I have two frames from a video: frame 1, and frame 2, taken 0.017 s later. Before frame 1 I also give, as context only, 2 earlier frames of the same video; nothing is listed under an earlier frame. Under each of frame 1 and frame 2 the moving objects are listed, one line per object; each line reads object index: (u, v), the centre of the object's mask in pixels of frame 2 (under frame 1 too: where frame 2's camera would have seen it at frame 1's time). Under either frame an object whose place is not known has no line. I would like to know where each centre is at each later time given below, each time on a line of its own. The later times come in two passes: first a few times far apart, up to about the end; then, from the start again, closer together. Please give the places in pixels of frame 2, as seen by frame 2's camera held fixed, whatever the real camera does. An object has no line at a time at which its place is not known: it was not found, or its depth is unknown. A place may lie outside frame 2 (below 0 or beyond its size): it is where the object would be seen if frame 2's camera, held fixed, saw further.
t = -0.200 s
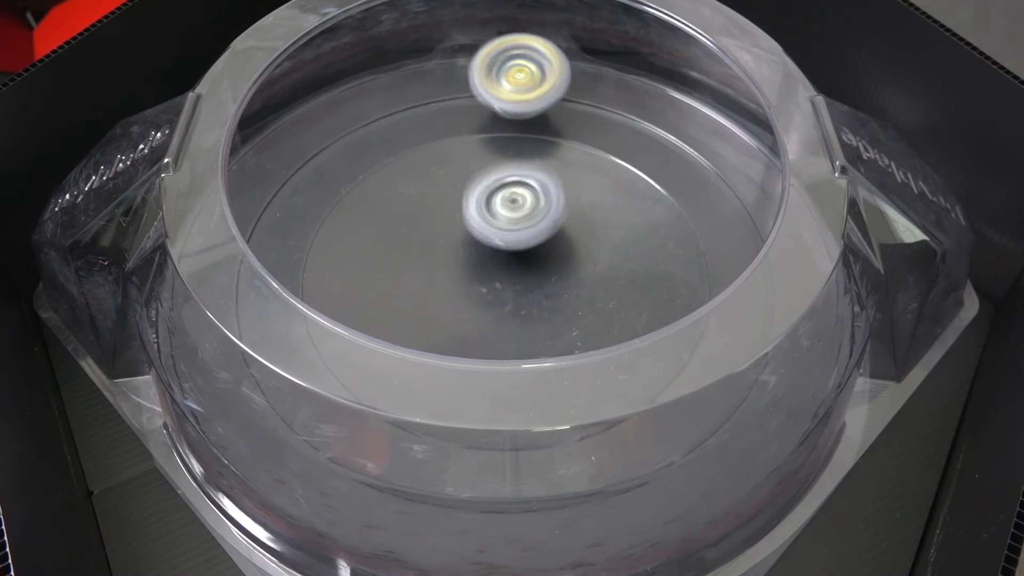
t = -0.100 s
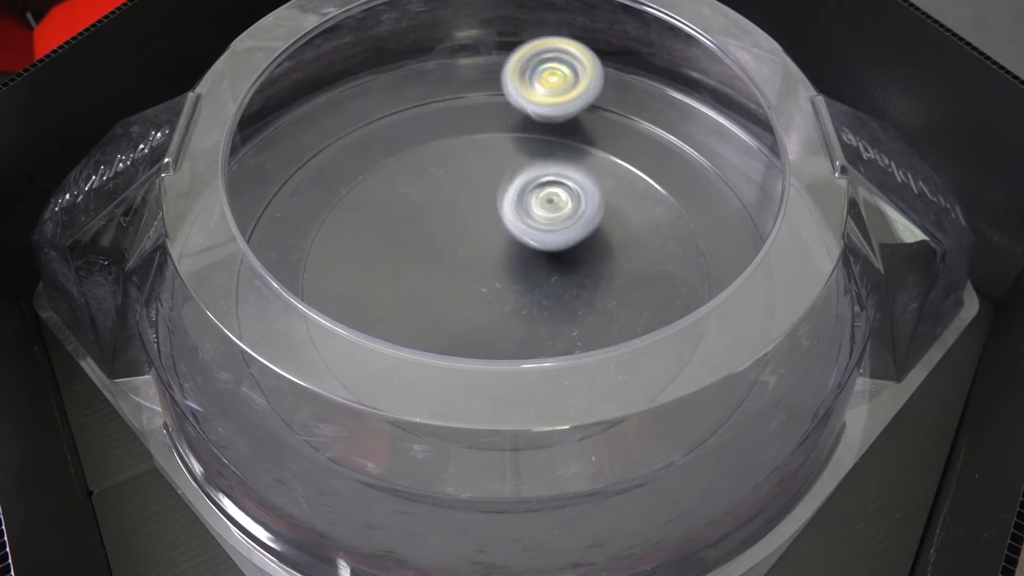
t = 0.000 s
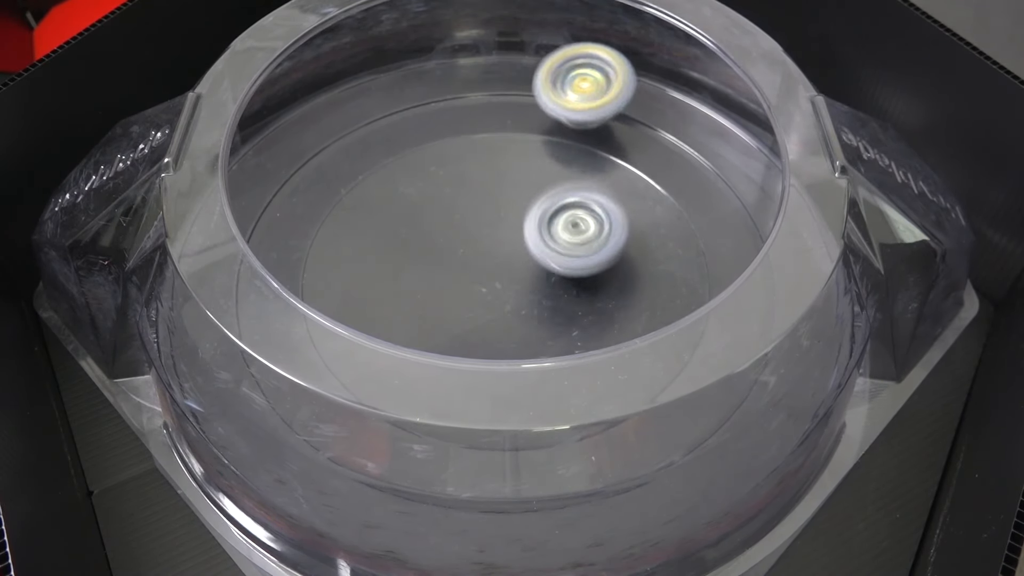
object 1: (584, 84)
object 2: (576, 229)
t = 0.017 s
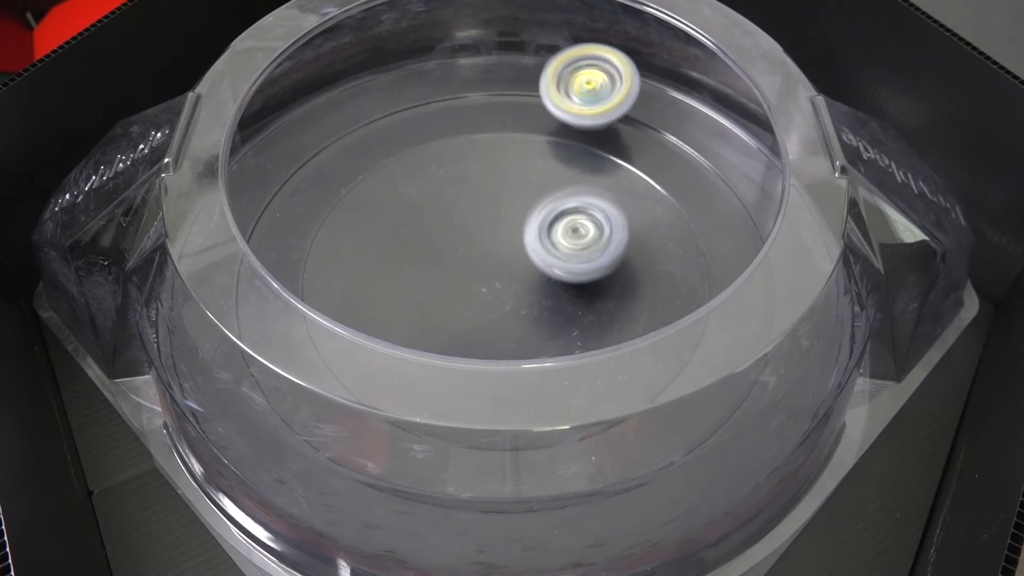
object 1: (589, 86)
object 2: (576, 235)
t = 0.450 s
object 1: (714, 163)
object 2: (439, 257)
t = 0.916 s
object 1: (758, 313)
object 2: (547, 278)
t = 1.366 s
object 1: (655, 396)
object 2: (466, 258)
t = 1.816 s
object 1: (536, 350)
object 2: (583, 233)
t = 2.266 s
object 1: (450, 280)
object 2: (571, 164)
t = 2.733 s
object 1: (407, 280)
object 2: (531, 203)
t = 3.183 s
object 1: (439, 314)
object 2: (580, 282)
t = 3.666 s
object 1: (305, 228)
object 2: (599, 280)
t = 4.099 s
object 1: (386, 235)
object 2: (550, 266)
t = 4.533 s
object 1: (391, 286)
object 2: (559, 272)
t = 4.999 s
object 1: (427, 245)
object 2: (562, 227)
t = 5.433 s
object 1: (403, 237)
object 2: (622, 253)
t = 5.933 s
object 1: (446, 271)
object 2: (558, 294)
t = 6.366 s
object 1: (452, 240)
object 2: (551, 277)
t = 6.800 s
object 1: (465, 249)
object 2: (567, 282)
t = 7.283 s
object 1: (458, 251)
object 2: (550, 285)
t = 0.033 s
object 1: (594, 87)
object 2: (577, 241)
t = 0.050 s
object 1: (600, 88)
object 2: (575, 247)
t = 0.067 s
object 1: (605, 90)
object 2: (574, 253)
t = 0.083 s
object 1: (610, 91)
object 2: (570, 259)
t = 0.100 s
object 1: (615, 93)
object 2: (566, 266)
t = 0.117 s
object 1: (621, 95)
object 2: (561, 272)
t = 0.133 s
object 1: (626, 97)
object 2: (555, 277)
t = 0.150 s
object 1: (631, 99)
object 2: (548, 282)
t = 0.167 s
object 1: (635, 102)
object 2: (541, 286)
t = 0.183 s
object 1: (641, 104)
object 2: (533, 289)
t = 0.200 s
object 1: (644, 106)
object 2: (526, 291)
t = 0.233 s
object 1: (654, 112)
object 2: (510, 294)
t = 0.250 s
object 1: (661, 115)
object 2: (502, 294)
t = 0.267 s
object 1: (664, 118)
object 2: (494, 293)
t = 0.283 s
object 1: (671, 121)
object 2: (487, 292)
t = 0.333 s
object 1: (683, 132)
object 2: (467, 285)
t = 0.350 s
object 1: (690, 136)
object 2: (462, 283)
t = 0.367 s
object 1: (692, 139)
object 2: (456, 279)
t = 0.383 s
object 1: (698, 144)
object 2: (452, 275)
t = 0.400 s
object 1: (701, 149)
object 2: (447, 271)
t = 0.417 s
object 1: (707, 154)
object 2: (444, 266)
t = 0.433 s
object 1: (709, 158)
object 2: (441, 261)
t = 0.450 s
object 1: (714, 163)
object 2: (439, 257)
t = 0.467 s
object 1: (717, 168)
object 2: (437, 251)
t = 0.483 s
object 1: (722, 174)
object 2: (437, 246)
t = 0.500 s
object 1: (725, 179)
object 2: (437, 241)
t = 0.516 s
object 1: (728, 184)
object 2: (439, 236)
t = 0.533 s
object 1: (730, 190)
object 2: (441, 232)
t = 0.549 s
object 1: (731, 195)
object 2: (444, 228)
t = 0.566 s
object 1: (733, 200)
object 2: (447, 224)
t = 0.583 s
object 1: (733, 206)
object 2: (452, 221)
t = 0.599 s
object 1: (734, 211)
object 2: (457, 218)
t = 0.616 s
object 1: (734, 215)
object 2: (464, 215)
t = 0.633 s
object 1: (747, 223)
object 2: (470, 215)
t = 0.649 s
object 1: (747, 227)
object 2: (477, 214)
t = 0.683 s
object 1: (752, 239)
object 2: (492, 216)
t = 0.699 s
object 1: (757, 246)
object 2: (499, 217)
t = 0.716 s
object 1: (757, 251)
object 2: (507, 220)
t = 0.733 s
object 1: (762, 258)
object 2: (513, 223)
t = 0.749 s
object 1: (762, 262)
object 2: (520, 226)
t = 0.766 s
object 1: (763, 269)
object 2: (526, 231)
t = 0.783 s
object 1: (763, 273)
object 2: (531, 236)
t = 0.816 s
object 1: (766, 285)
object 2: (539, 246)
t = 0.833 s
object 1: (766, 290)
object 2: (543, 251)
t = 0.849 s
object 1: (765, 296)
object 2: (545, 256)
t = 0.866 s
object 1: (764, 299)
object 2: (547, 262)
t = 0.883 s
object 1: (763, 305)
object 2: (548, 267)
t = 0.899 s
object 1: (759, 308)
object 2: (548, 273)
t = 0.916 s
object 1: (758, 313)
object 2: (547, 278)
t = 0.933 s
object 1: (754, 316)
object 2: (547, 284)
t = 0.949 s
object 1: (754, 319)
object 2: (545, 289)
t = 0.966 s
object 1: (756, 326)
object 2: (543, 294)
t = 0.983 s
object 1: (755, 329)
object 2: (540, 298)
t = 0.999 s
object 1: (748, 330)
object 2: (536, 302)
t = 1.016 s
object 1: (750, 337)
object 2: (532, 306)
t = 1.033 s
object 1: (743, 337)
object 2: (528, 309)
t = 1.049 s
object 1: (740, 341)
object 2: (522, 311)
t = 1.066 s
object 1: (738, 345)
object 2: (516, 313)
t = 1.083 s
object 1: (734, 348)
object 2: (510, 315)
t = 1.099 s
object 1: (734, 354)
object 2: (504, 316)
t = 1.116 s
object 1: (727, 356)
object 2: (497, 316)
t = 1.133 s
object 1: (725, 359)
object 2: (492, 316)
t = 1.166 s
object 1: (717, 365)
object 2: (479, 313)
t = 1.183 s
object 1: (712, 368)
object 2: (473, 311)
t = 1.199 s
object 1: (709, 372)
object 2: (468, 308)
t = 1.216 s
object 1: (704, 376)
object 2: (463, 304)
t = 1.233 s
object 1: (698, 378)
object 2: (460, 299)
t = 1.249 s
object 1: (694, 381)
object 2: (457, 294)
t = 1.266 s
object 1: (687, 383)
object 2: (455, 289)
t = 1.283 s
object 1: (684, 385)
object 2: (454, 284)
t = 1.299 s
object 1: (677, 388)
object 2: (455, 279)
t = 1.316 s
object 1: (673, 390)
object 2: (456, 273)
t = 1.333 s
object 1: (667, 391)
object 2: (459, 268)
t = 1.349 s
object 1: (662, 393)
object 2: (462, 263)
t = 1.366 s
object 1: (655, 396)
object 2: (466, 258)
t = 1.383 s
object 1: (649, 397)
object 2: (470, 254)
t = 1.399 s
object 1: (643, 399)
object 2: (476, 250)
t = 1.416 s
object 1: (636, 400)
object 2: (481, 247)
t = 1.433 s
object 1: (633, 402)
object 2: (487, 244)
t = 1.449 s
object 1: (625, 402)
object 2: (493, 242)
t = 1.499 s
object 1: (606, 402)
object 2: (513, 238)
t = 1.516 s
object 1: (599, 402)
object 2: (519, 236)
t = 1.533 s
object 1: (593, 401)
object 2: (526, 236)
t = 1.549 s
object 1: (588, 401)
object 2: (532, 236)
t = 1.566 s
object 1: (584, 405)
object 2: (538, 237)
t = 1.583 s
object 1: (582, 398)
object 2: (544, 238)
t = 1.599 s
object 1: (577, 395)
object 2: (550, 239)
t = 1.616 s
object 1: (577, 389)
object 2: (555, 241)
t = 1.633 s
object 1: (573, 384)
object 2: (560, 243)
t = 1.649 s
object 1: (573, 377)
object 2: (565, 246)
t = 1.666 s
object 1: (571, 370)
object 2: (569, 250)
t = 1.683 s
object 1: (568, 359)
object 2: (573, 253)
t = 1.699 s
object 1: (568, 355)
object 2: (576, 257)
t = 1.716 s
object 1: (566, 349)
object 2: (578, 260)
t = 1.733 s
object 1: (563, 342)
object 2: (579, 261)
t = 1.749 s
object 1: (558, 341)
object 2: (578, 258)
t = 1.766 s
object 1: (552, 345)
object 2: (579, 253)
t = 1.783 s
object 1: (546, 348)
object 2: (582, 245)
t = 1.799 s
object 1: (540, 350)
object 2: (582, 238)
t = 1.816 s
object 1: (536, 350)
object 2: (583, 233)
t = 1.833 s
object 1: (531, 350)
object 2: (584, 228)
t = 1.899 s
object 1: (512, 349)
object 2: (590, 212)
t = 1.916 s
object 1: (506, 349)
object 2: (591, 209)
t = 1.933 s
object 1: (503, 346)
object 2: (592, 204)
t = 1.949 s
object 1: (499, 343)
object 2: (593, 201)
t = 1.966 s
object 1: (494, 342)
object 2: (594, 196)
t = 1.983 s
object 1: (492, 331)
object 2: (594, 192)
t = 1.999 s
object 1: (487, 338)
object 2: (595, 188)
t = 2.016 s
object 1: (485, 336)
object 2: (595, 184)
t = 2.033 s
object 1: (481, 333)
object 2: (596, 181)
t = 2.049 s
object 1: (479, 326)
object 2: (595, 178)
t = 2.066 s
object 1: (475, 324)
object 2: (595, 174)
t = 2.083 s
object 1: (472, 321)
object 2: (594, 172)
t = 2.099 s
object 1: (470, 319)
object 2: (593, 169)
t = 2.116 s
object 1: (466, 316)
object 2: (592, 166)
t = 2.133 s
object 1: (464, 314)
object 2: (591, 165)
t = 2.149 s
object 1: (461, 311)
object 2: (589, 163)
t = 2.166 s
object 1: (458, 307)
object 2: (587, 162)
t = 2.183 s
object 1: (457, 302)
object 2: (585, 161)
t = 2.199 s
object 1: (454, 298)
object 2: (583, 160)
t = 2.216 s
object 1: (454, 294)
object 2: (581, 160)
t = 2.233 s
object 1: (452, 289)
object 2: (578, 161)
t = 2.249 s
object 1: (451, 285)
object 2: (575, 162)
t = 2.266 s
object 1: (450, 280)
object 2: (571, 164)
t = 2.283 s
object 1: (449, 277)
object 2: (568, 166)
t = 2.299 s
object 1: (449, 273)
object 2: (564, 169)
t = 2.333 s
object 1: (449, 265)
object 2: (554, 176)
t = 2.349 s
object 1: (449, 261)
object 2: (549, 179)
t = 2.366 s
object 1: (449, 258)
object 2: (543, 182)
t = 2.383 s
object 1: (451, 255)
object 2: (538, 186)
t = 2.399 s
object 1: (451, 252)
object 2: (533, 190)
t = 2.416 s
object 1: (451, 250)
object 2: (528, 192)
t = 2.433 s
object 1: (447, 249)
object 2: (526, 192)
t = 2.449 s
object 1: (445, 249)
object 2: (524, 193)
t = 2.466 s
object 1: (442, 248)
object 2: (521, 194)
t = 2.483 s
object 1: (437, 249)
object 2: (521, 192)
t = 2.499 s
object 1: (432, 250)
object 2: (521, 190)
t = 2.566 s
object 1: (416, 254)
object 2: (521, 191)
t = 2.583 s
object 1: (415, 255)
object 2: (520, 192)
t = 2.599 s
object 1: (415, 257)
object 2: (519, 193)
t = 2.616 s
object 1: (414, 257)
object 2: (518, 196)
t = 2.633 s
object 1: (417, 259)
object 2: (518, 198)
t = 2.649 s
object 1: (417, 259)
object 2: (516, 201)
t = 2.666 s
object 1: (422, 261)
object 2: (514, 206)
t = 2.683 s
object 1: (424, 262)
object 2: (512, 208)
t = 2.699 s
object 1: (428, 264)
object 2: (511, 213)
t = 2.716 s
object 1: (418, 270)
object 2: (518, 209)
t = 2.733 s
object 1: (407, 280)
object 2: (531, 203)
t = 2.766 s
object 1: (391, 294)
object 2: (555, 196)
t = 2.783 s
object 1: (384, 297)
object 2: (565, 191)
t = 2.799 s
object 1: (381, 301)
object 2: (573, 191)
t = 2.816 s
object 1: (379, 303)
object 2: (579, 190)
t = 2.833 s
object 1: (378, 305)
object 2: (585, 190)
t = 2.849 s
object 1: (378, 307)
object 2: (590, 192)
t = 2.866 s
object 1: (377, 308)
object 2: (595, 194)
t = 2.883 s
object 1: (379, 310)
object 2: (599, 197)
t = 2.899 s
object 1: (370, 322)
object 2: (602, 200)
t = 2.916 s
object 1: (381, 313)
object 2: (605, 203)
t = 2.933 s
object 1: (383, 314)
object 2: (607, 207)
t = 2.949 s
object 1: (385, 314)
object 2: (611, 211)
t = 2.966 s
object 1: (388, 316)
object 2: (613, 215)
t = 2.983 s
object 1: (382, 328)
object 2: (615, 219)
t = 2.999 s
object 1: (384, 329)
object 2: (616, 224)
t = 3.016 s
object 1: (390, 329)
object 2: (615, 230)
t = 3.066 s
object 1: (398, 329)
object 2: (611, 246)
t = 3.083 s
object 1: (400, 329)
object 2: (608, 251)
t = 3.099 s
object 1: (406, 327)
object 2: (605, 257)
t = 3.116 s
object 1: (413, 326)
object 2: (601, 263)
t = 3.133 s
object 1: (418, 324)
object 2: (595, 268)
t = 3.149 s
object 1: (427, 316)
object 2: (590, 273)
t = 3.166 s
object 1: (435, 315)
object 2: (585, 277)
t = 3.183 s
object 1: (439, 314)
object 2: (580, 282)
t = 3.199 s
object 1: (448, 312)
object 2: (574, 286)
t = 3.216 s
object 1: (457, 309)
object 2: (567, 291)
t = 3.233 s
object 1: (455, 306)
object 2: (566, 292)
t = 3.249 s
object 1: (438, 302)
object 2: (579, 288)
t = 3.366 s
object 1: (334, 274)
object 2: (641, 261)
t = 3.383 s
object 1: (326, 270)
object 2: (643, 258)
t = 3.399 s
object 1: (318, 264)
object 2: (644, 258)
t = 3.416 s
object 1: (314, 262)
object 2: (642, 257)
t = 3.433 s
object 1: (311, 262)
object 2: (642, 257)
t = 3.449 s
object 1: (308, 258)
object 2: (642, 259)
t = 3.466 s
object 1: (307, 256)
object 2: (641, 259)
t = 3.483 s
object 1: (305, 253)
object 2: (638, 260)
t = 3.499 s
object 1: (303, 252)
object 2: (637, 262)
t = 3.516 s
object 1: (303, 249)
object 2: (637, 264)
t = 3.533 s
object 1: (301, 247)
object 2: (636, 265)
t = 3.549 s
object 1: (301, 245)
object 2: (633, 268)
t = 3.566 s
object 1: (301, 243)
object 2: (633, 270)
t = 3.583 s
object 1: (300, 240)
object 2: (631, 272)
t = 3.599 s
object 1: (301, 237)
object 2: (624, 274)
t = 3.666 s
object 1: (305, 228)
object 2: (599, 280)
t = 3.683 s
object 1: (307, 226)
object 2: (593, 280)
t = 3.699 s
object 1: (309, 223)
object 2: (588, 281)
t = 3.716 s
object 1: (312, 221)
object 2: (580, 282)
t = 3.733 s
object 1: (314, 220)
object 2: (572, 282)
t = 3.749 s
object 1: (317, 218)
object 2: (568, 282)
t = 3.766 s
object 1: (320, 216)
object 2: (561, 282)
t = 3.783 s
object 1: (323, 215)
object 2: (553, 283)
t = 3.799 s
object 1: (328, 215)
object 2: (547, 283)
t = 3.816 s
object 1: (335, 218)
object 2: (542, 281)
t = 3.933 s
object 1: (385, 234)
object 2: (504, 273)
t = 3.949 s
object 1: (392, 238)
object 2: (498, 271)
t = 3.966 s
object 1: (394, 238)
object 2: (499, 270)
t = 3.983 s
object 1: (388, 230)
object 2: (510, 268)
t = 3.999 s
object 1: (384, 231)
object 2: (520, 269)
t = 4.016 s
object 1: (377, 231)
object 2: (528, 268)
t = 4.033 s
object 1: (376, 227)
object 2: (536, 266)
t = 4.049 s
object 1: (378, 228)
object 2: (543, 267)
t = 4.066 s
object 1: (378, 229)
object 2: (545, 267)
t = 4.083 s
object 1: (382, 232)
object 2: (548, 265)
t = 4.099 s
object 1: (386, 235)
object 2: (550, 266)
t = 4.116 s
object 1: (390, 240)
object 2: (547, 268)
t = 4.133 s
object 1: (394, 244)
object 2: (545, 269)
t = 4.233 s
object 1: (419, 269)
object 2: (525, 280)
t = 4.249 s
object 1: (420, 271)
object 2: (523, 281)
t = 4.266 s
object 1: (420, 272)
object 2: (521, 281)
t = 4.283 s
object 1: (418, 273)
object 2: (524, 279)
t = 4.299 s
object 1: (412, 277)
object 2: (528, 279)
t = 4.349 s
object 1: (387, 280)
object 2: (543, 274)
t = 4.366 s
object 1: (382, 283)
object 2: (549, 273)
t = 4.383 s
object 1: (379, 285)
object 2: (549, 273)
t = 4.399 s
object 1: (379, 285)
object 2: (553, 272)
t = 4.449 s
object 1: (381, 286)
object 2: (559, 272)
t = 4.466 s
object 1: (383, 286)
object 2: (557, 272)
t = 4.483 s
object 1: (384, 286)
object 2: (561, 271)
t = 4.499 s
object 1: (385, 287)
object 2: (558, 271)
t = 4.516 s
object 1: (388, 287)
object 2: (558, 271)
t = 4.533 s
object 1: (391, 286)
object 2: (559, 272)
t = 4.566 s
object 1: (395, 286)
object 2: (556, 270)
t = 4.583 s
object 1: (399, 286)
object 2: (552, 271)
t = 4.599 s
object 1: (403, 285)
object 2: (554, 269)
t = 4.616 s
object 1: (405, 284)
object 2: (548, 270)
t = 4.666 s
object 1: (417, 281)
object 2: (541, 267)
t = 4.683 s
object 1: (420, 279)
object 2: (540, 266)
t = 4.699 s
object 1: (424, 278)
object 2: (534, 265)
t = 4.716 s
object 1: (428, 276)
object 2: (536, 262)
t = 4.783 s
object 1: (427, 269)
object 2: (536, 249)
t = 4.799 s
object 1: (428, 267)
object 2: (536, 247)
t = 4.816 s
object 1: (430, 265)
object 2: (535, 244)
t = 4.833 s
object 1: (430, 263)
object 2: (539, 243)
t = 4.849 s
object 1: (425, 259)
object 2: (541, 239)
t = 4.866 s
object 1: (423, 257)
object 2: (548, 236)
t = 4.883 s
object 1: (422, 254)
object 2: (547, 234)
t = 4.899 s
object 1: (422, 253)
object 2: (553, 232)
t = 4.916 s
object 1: (422, 251)
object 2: (553, 231)
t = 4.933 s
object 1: (421, 250)
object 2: (557, 229)
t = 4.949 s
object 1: (420, 248)
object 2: (558, 230)
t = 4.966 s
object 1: (421, 246)
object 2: (562, 227)
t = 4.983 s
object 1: (425, 245)
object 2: (562, 227)
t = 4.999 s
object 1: (427, 245)
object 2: (562, 227)
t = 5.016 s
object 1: (427, 244)
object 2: (566, 228)
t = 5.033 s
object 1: (430, 242)
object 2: (564, 226)
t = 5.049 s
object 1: (433, 241)
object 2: (565, 227)
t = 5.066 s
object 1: (437, 240)
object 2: (562, 230)
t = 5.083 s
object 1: (440, 240)
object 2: (566, 230)
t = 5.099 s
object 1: (444, 240)
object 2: (561, 231)
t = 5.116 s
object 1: (448, 240)
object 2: (561, 232)
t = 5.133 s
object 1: (451, 241)
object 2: (558, 237)
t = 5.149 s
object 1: (451, 240)
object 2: (562, 236)
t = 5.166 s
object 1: (451, 240)
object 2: (561, 237)
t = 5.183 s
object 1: (441, 237)
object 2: (574, 237)
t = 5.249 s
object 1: (415, 233)
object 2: (607, 241)
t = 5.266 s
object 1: (412, 233)
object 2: (607, 242)
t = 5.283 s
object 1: (410, 233)
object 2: (612, 242)
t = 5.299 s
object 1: (409, 233)
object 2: (610, 244)
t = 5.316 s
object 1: (408, 233)
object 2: (616, 245)
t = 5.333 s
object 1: (407, 234)
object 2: (613, 246)
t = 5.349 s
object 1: (405, 234)
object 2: (619, 247)
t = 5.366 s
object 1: (404, 235)
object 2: (617, 248)
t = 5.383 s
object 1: (404, 236)
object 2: (623, 250)
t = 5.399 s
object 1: (403, 236)
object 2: (620, 252)
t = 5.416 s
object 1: (403, 238)
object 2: (625, 254)
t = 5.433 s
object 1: (403, 237)
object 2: (622, 253)
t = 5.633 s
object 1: (456, 268)
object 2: (580, 278)
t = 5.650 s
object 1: (458, 269)
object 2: (575, 282)
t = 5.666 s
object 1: (463, 270)
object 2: (574, 282)
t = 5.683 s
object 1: (462, 271)
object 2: (571, 285)
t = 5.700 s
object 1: (458, 268)
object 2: (576, 284)
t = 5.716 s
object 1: (458, 267)
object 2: (574, 283)
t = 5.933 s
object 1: (446, 271)
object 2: (558, 294)
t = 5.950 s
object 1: (444, 271)
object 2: (552, 296)
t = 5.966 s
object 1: (442, 269)
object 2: (555, 297)
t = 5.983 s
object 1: (441, 268)
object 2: (549, 296)
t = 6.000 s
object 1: (436, 265)
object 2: (550, 299)
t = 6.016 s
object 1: (433, 262)
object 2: (553, 298)
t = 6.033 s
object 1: (431, 260)
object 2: (549, 298)
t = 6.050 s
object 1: (431, 258)
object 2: (551, 298)
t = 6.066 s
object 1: (432, 258)
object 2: (545, 298)
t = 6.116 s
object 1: (437, 258)
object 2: (541, 297)
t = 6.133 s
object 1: (438, 257)
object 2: (542, 296)
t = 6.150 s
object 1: (439, 258)
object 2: (537, 296)
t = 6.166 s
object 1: (440, 257)
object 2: (538, 296)
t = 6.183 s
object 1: (438, 255)
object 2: (540, 294)
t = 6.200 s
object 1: (436, 252)
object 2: (540, 294)
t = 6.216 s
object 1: (435, 248)
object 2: (546, 292)
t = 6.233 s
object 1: (438, 246)
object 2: (545, 289)
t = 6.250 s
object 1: (441, 244)
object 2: (541, 289)
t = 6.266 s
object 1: (445, 245)
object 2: (543, 286)
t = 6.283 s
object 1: (446, 244)
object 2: (541, 285)
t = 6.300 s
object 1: (444, 242)
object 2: (544, 286)
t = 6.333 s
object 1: (447, 240)
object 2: (546, 281)
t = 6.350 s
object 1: (450, 240)
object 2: (547, 280)
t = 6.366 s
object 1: (452, 240)
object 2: (551, 277)
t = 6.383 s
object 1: (451, 239)
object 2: (549, 278)
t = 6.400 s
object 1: (447, 231)
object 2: (557, 280)
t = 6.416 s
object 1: (445, 226)
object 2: (566, 278)
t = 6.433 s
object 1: (443, 222)
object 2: (567, 279)
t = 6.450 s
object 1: (444, 220)
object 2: (572, 279)
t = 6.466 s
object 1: (444, 220)
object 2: (576, 277)
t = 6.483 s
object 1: (445, 219)
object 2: (574, 276)
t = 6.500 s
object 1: (447, 220)
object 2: (575, 277)
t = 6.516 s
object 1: (448, 222)
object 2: (575, 275)
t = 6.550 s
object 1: (450, 228)
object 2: (568, 278)
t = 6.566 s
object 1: (450, 232)
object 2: (569, 277)
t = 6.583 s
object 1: (451, 233)
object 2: (564, 280)
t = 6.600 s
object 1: (454, 234)
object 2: (565, 282)
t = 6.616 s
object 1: (457, 238)
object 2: (566, 280)
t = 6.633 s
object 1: (459, 242)
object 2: (562, 282)
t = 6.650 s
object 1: (463, 243)
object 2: (563, 285)
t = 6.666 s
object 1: (465, 245)
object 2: (566, 284)
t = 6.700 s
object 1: (466, 245)
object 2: (573, 287)
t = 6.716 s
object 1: (468, 246)
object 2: (575, 284)
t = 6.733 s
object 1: (469, 249)
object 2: (571, 282)
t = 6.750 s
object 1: (469, 250)
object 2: (570, 283)
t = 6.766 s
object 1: (470, 252)
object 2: (572, 283)
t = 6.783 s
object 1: (467, 250)
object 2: (570, 282)
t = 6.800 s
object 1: (465, 249)
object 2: (567, 282)
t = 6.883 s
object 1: (469, 247)
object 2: (558, 286)
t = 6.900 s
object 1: (470, 247)
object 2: (557, 286)
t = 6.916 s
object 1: (471, 247)
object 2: (552, 288)
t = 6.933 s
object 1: (468, 247)
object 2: (553, 293)
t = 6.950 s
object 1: (461, 244)
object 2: (560, 297)
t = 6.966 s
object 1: (456, 240)
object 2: (568, 297)
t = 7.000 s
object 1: (446, 236)
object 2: (572, 298)
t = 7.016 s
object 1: (443, 235)
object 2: (574, 299)
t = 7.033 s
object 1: (441, 235)
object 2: (578, 299)
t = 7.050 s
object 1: (439, 235)
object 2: (579, 298)
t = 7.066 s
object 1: (438, 234)
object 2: (575, 296)
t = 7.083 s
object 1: (439, 234)
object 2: (571, 296)
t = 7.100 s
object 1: (439, 234)
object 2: (569, 297)
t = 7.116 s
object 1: (441, 235)
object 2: (568, 294)
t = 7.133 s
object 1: (444, 236)
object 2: (565, 292)
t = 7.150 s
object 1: (447, 237)
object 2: (558, 292)
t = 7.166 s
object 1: (450, 239)
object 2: (552, 293)
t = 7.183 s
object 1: (453, 241)
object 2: (547, 293)
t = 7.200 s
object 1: (457, 244)
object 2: (546, 291)
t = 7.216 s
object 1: (459, 246)
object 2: (545, 287)
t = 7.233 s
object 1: (459, 248)
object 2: (544, 284)
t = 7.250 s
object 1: (459, 250)
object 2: (543, 285)
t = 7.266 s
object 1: (458, 251)
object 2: (544, 285)
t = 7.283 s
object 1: (458, 251)
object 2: (550, 285)
